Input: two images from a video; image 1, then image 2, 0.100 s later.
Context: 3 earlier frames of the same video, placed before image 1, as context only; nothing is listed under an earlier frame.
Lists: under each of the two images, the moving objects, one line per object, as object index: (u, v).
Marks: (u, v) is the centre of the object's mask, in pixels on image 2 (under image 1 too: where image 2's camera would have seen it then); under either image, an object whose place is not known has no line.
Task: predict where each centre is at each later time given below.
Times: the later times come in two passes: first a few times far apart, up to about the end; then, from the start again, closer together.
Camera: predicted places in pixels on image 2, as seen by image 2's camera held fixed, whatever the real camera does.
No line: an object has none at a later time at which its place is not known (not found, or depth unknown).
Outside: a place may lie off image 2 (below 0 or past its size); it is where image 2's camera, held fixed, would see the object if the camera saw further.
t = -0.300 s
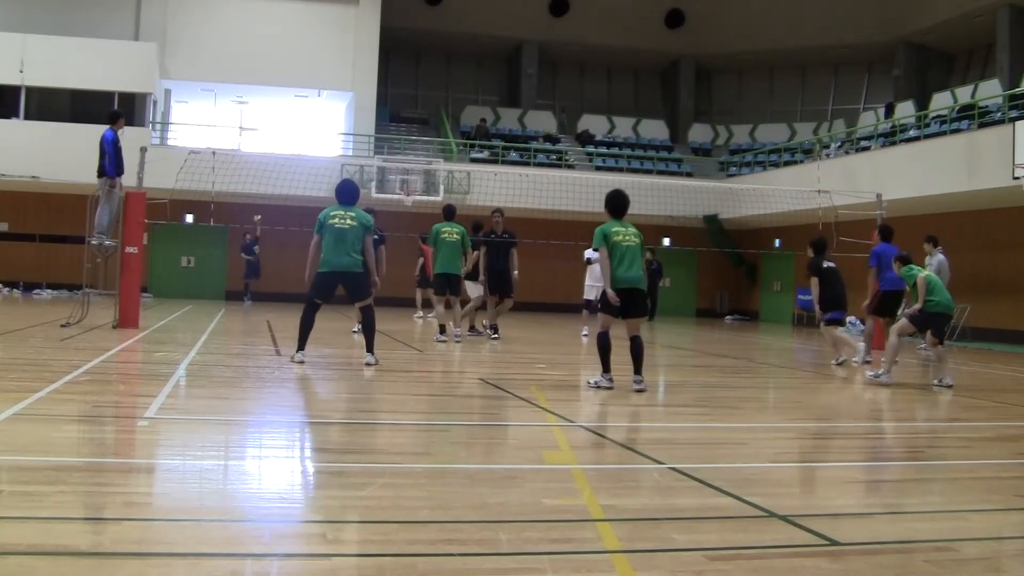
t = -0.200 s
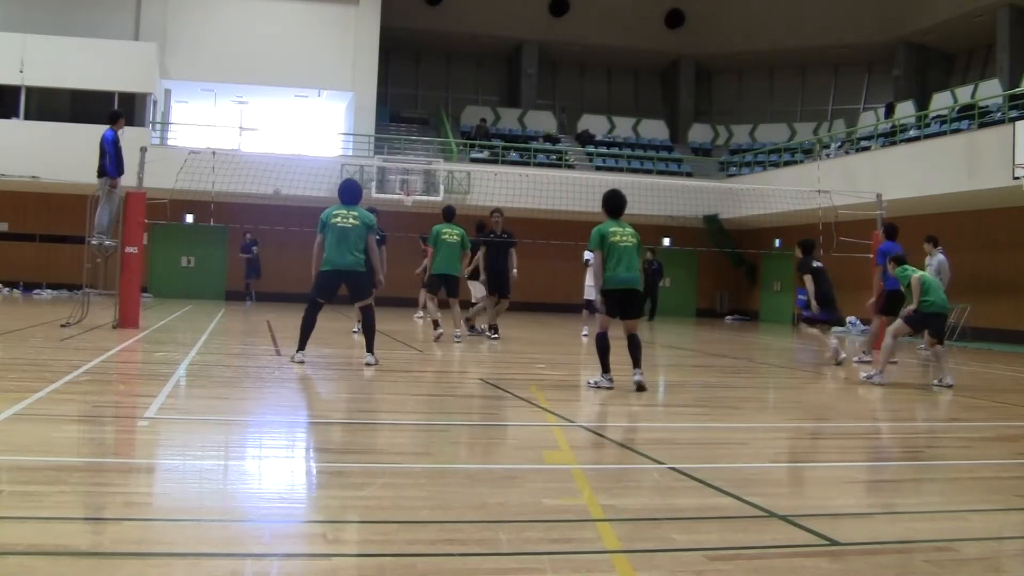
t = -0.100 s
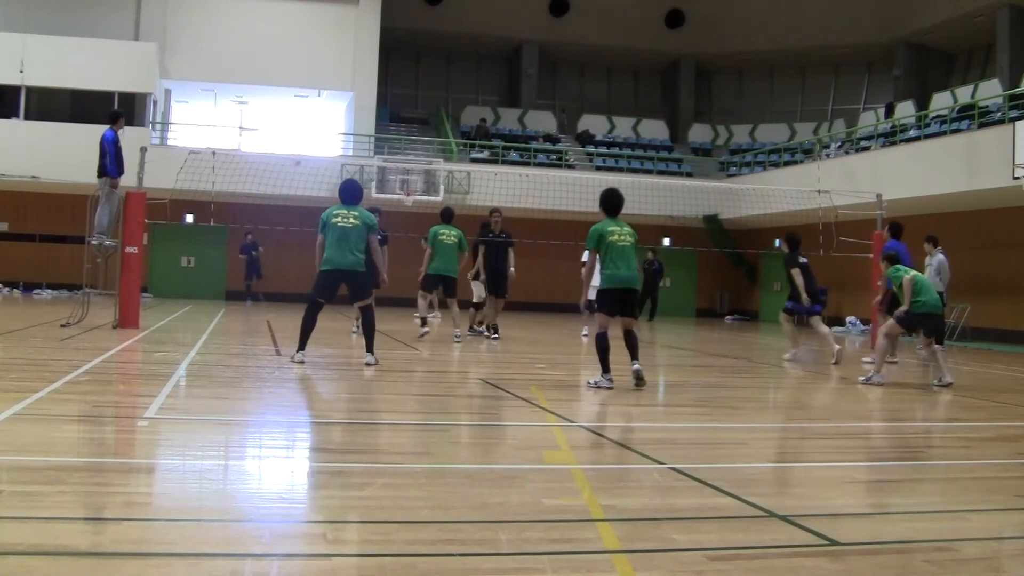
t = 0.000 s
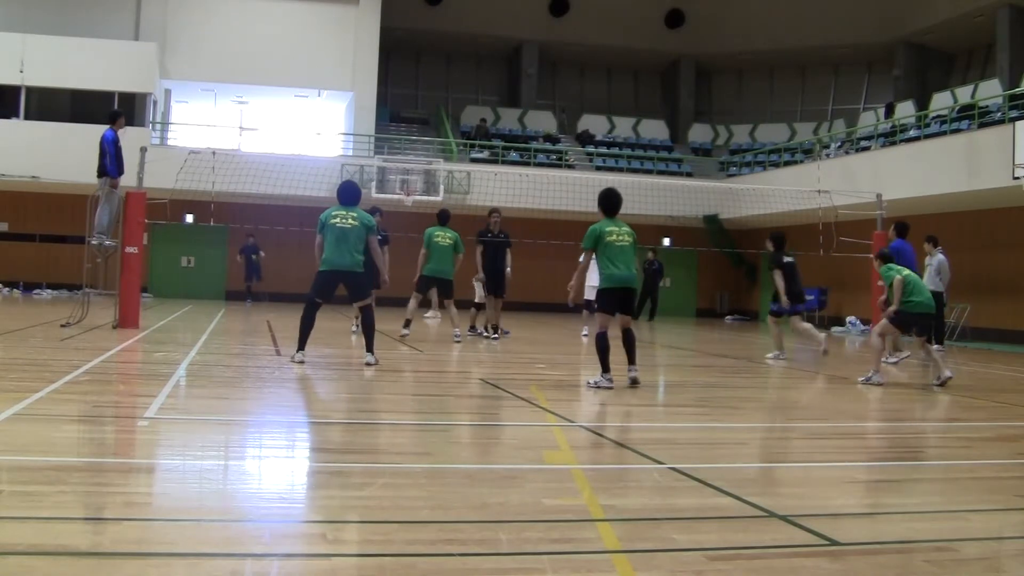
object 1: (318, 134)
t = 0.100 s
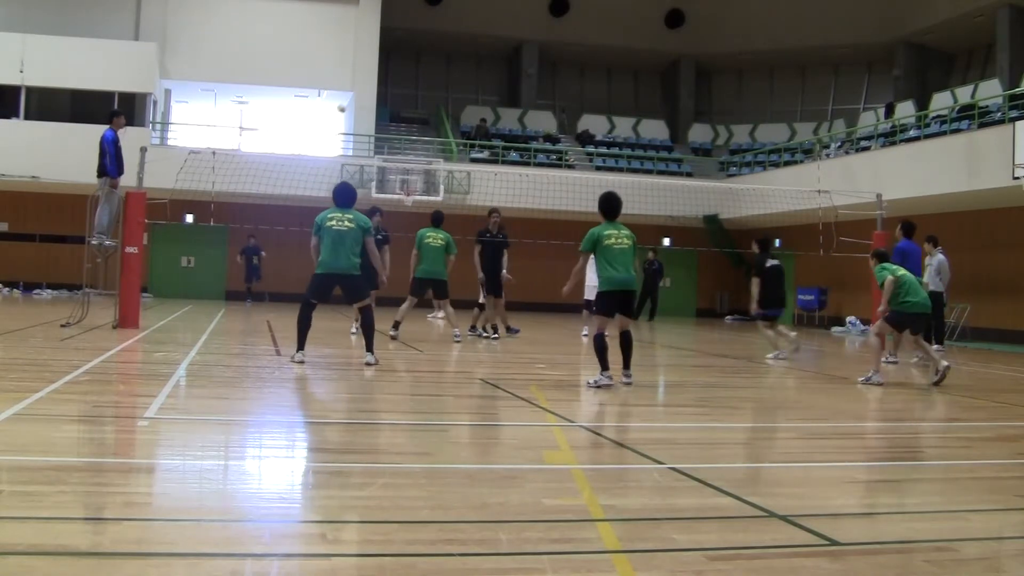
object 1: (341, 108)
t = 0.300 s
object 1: (391, 68)
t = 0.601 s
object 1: (478, 36)
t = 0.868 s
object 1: (569, 47)
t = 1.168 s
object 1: (683, 138)
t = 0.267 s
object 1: (382, 74)
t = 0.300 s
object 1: (391, 68)
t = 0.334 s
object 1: (400, 63)
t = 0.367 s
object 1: (410, 59)
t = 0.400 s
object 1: (419, 55)
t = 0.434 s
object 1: (428, 51)
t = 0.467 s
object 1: (438, 47)
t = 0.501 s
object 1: (448, 44)
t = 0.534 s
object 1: (458, 41)
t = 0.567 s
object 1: (468, 38)
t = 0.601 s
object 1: (478, 36)
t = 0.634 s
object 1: (489, 35)
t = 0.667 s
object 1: (501, 34)
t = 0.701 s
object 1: (512, 34)
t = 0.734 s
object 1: (523, 34)
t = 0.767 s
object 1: (534, 36)
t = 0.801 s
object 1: (546, 39)
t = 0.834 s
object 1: (558, 42)
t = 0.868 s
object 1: (569, 47)
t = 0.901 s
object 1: (581, 52)
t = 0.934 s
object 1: (593, 58)
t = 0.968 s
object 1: (606, 66)
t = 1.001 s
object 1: (619, 75)
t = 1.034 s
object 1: (632, 84)
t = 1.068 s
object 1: (644, 96)
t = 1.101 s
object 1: (657, 109)
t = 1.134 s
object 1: (671, 122)
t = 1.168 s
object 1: (683, 138)
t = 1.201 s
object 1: (698, 155)
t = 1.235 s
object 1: (710, 172)
